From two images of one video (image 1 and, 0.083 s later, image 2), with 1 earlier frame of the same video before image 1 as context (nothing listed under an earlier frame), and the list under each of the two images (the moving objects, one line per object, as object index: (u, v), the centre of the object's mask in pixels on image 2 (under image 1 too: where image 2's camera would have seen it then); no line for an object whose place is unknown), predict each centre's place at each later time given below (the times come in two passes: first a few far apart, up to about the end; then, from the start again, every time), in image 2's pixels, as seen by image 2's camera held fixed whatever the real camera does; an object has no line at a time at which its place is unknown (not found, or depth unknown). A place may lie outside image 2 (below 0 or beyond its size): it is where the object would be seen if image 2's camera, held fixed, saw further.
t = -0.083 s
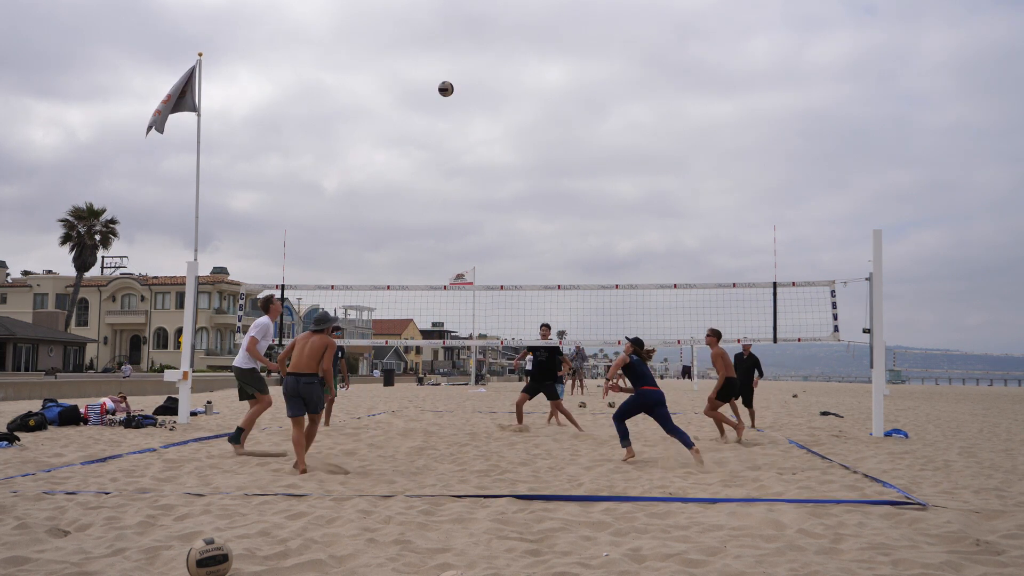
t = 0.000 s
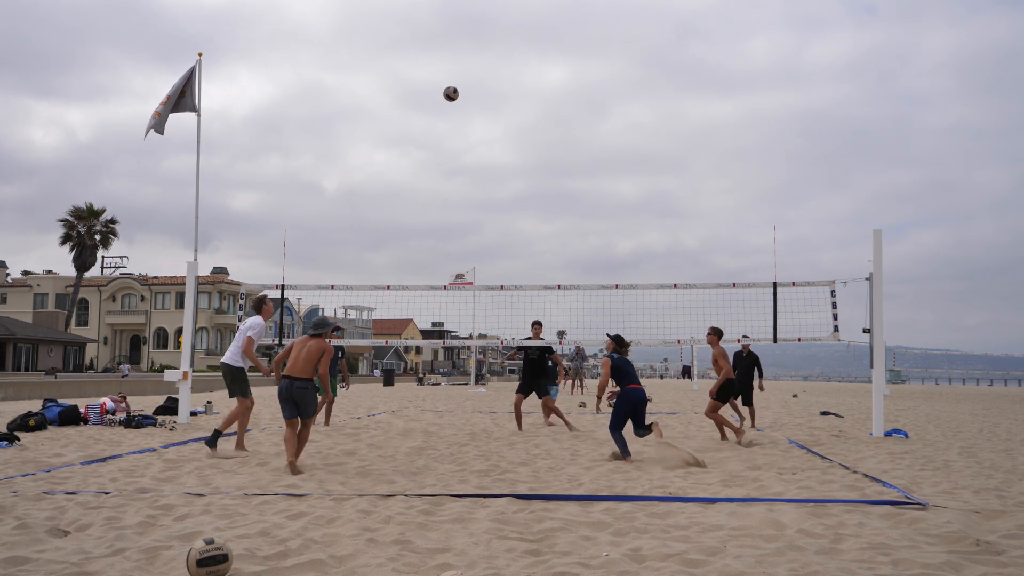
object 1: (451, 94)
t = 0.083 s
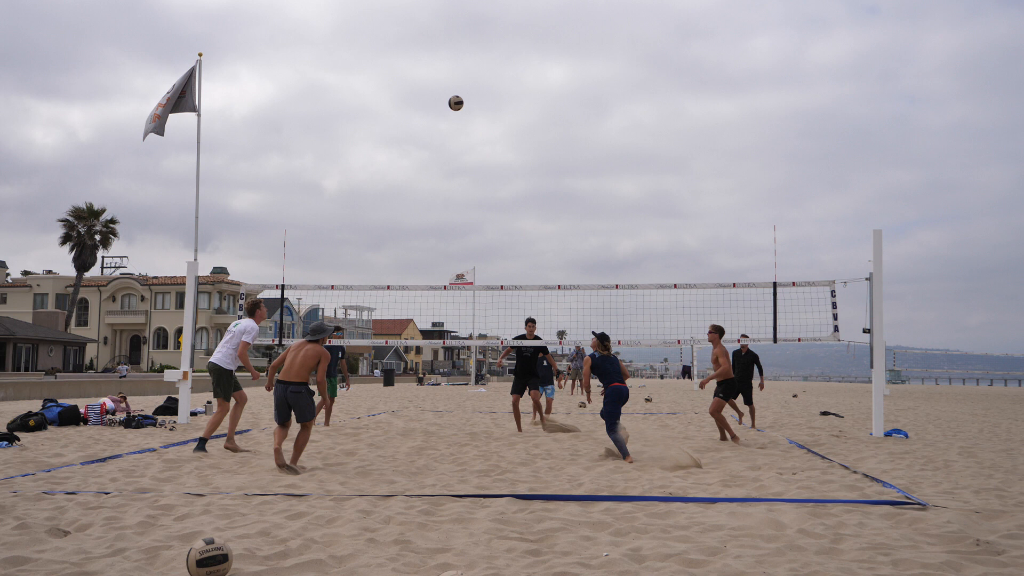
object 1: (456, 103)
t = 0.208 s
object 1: (462, 124)
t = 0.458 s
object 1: (472, 191)
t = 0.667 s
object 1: (480, 269)
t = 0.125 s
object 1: (458, 109)
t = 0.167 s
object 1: (460, 116)
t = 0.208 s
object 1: (462, 124)
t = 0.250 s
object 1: (464, 133)
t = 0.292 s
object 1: (466, 143)
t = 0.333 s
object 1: (468, 153)
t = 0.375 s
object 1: (469, 165)
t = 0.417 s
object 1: (471, 178)
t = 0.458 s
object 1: (472, 191)
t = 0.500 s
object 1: (474, 205)
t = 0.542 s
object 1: (476, 220)
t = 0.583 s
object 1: (477, 236)
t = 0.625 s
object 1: (479, 252)
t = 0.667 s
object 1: (480, 269)
